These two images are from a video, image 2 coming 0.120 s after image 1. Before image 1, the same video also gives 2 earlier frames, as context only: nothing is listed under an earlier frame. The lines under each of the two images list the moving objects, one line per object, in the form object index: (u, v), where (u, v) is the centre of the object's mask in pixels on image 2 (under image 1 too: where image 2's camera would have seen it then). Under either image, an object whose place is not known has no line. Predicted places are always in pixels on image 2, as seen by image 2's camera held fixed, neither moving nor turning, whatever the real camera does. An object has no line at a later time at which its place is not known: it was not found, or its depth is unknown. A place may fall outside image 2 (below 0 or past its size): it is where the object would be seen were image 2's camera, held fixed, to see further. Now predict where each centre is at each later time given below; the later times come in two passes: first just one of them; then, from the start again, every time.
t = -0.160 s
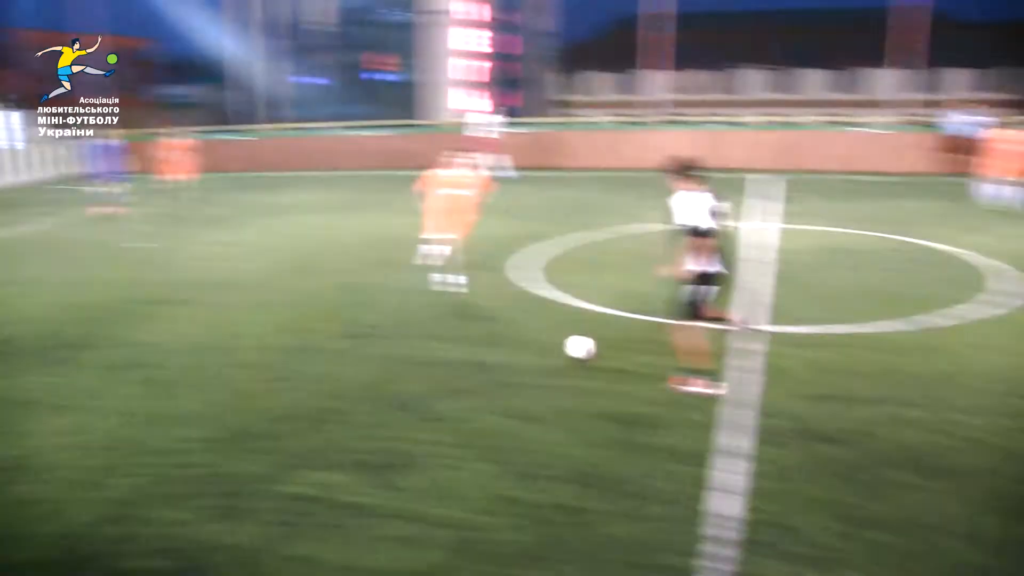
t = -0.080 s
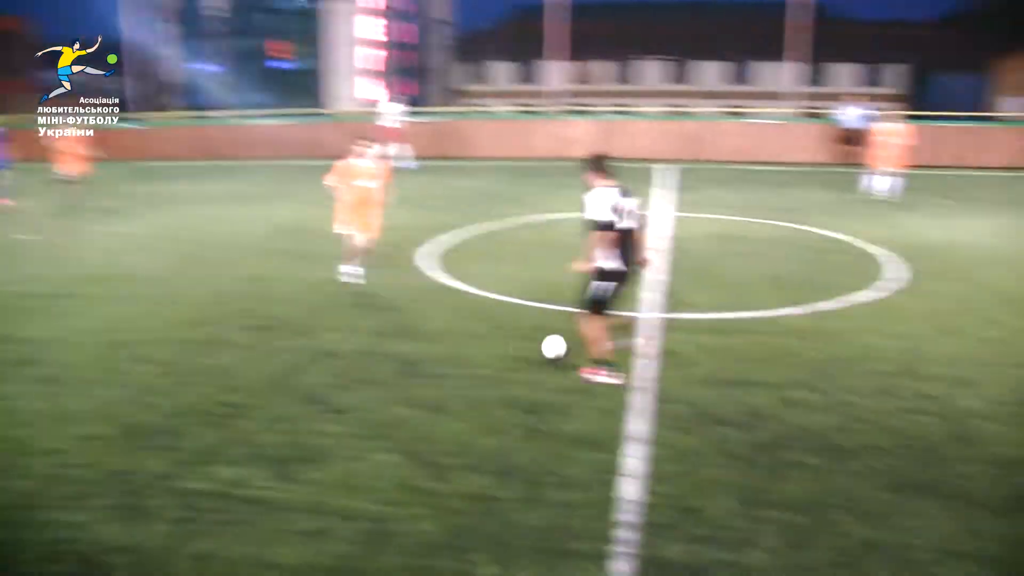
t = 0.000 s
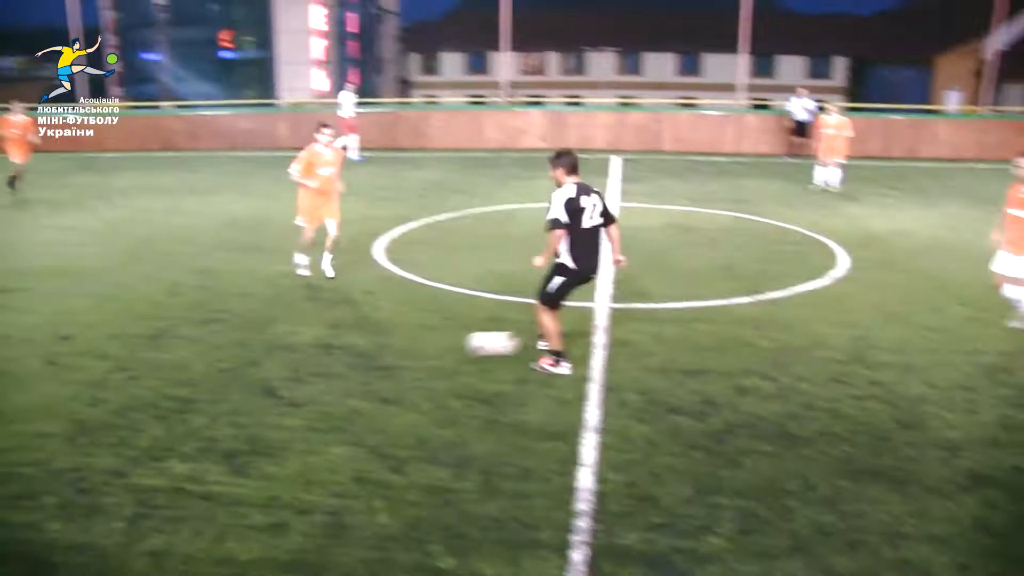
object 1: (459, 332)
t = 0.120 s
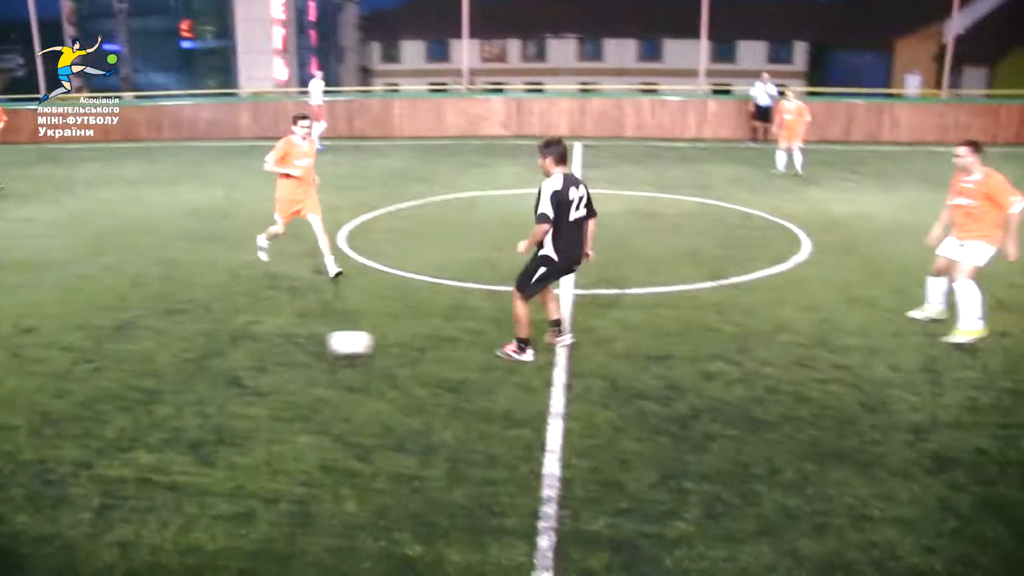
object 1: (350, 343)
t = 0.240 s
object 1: (247, 356)
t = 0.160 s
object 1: (314, 348)
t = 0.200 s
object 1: (280, 352)
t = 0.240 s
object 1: (247, 356)
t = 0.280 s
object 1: (215, 360)
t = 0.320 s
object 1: (186, 364)
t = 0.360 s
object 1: (157, 368)
